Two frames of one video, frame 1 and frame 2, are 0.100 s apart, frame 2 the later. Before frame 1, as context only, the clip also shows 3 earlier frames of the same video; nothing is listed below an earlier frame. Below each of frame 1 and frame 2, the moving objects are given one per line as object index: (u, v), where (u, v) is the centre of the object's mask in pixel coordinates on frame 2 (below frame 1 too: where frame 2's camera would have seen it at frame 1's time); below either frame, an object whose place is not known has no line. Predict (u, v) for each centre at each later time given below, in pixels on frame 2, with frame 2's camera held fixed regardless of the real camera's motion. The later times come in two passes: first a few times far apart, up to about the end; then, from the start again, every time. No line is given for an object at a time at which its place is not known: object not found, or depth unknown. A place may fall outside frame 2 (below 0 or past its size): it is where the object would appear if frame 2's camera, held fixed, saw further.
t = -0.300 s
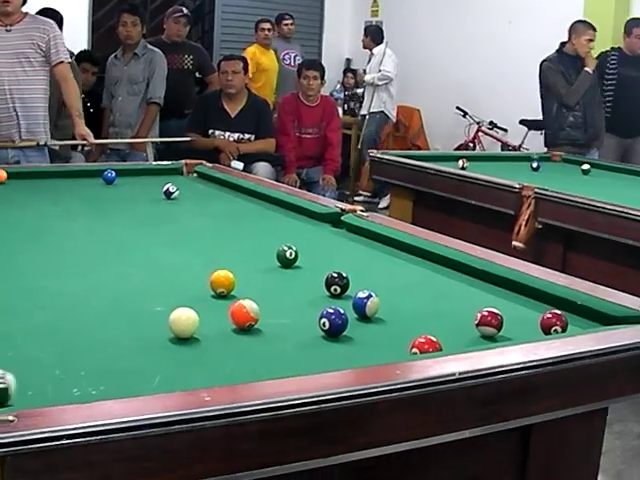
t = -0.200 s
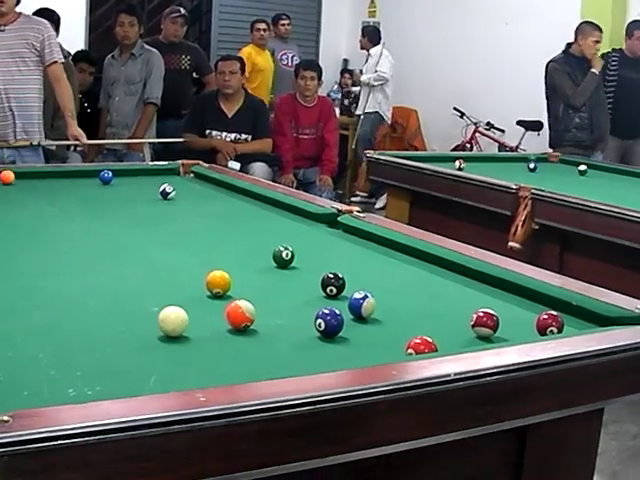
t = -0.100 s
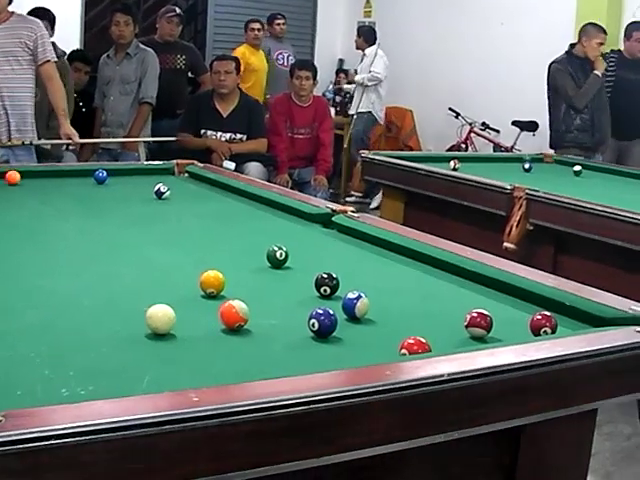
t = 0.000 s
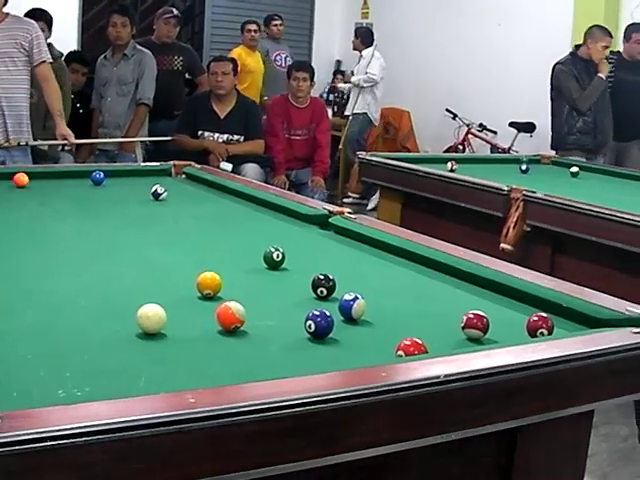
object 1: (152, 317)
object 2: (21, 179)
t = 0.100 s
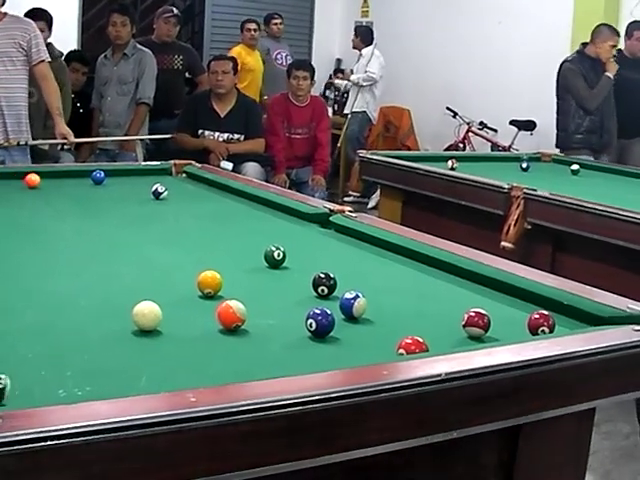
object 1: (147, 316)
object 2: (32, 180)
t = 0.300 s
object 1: (137, 313)
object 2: (54, 183)
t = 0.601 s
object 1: (126, 308)
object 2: (87, 186)
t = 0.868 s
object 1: (119, 306)
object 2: (115, 188)
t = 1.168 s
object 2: (145, 192)
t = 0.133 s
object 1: (145, 315)
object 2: (35, 181)
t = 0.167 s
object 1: (143, 315)
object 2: (39, 181)
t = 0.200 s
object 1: (142, 314)
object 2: (43, 181)
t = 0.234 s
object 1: (140, 314)
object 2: (47, 182)
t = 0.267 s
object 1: (139, 313)
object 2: (50, 182)
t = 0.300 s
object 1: (137, 313)
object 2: (54, 183)
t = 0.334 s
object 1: (136, 312)
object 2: (57, 183)
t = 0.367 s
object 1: (135, 312)
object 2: (61, 184)
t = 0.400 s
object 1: (134, 311)
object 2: (65, 184)
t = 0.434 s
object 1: (132, 311)
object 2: (68, 184)
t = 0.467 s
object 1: (131, 310)
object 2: (72, 184)
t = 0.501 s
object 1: (130, 310)
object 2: (76, 185)
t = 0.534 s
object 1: (129, 309)
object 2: (79, 185)
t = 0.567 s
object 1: (128, 309)
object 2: (83, 185)
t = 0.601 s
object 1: (126, 308)
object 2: (87, 186)
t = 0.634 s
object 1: (125, 308)
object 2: (90, 186)
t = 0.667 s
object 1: (124, 308)
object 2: (94, 187)
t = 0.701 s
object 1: (123, 307)
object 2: (98, 187)
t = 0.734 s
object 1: (122, 307)
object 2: (101, 187)
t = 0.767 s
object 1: (121, 306)
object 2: (105, 188)
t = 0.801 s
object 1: (120, 306)
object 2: (108, 188)
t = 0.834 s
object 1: (119, 306)
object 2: (112, 188)
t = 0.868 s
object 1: (119, 306)
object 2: (115, 188)
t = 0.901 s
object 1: (118, 306)
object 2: (119, 189)
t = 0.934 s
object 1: (117, 305)
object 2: (122, 189)
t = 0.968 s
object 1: (116, 305)
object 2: (126, 190)
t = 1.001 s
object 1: (115, 305)
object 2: (129, 190)
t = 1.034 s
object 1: (115, 305)
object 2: (133, 191)
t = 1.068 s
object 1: (114, 305)
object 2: (137, 191)
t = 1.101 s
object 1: (114, 305)
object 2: (141, 191)
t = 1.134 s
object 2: (144, 192)
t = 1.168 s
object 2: (145, 192)
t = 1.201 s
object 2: (147, 193)
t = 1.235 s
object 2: (149, 193)
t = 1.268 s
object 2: (151, 194)
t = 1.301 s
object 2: (153, 194)
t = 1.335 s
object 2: (155, 195)
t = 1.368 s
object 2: (157, 195)
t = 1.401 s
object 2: (158, 196)
